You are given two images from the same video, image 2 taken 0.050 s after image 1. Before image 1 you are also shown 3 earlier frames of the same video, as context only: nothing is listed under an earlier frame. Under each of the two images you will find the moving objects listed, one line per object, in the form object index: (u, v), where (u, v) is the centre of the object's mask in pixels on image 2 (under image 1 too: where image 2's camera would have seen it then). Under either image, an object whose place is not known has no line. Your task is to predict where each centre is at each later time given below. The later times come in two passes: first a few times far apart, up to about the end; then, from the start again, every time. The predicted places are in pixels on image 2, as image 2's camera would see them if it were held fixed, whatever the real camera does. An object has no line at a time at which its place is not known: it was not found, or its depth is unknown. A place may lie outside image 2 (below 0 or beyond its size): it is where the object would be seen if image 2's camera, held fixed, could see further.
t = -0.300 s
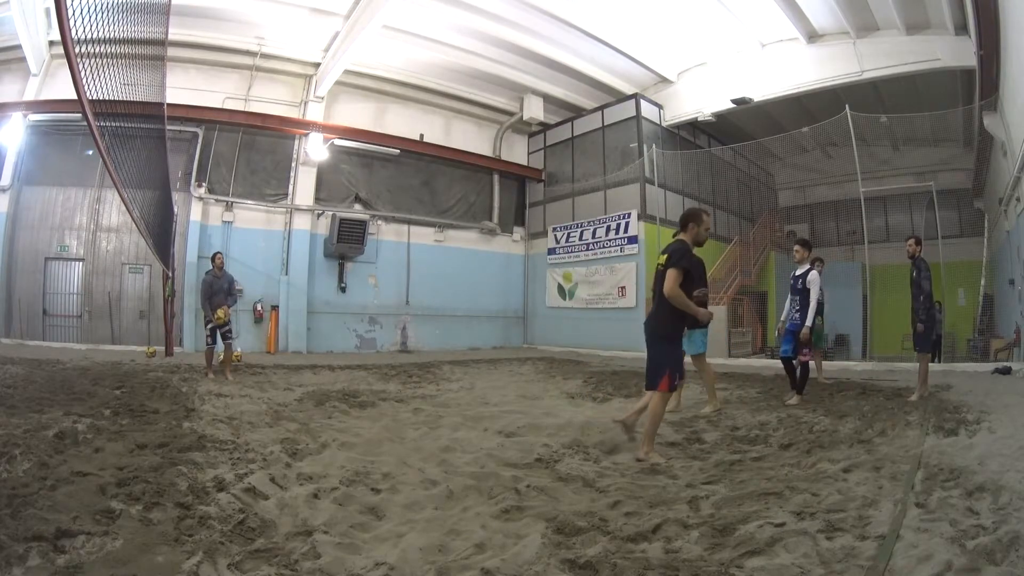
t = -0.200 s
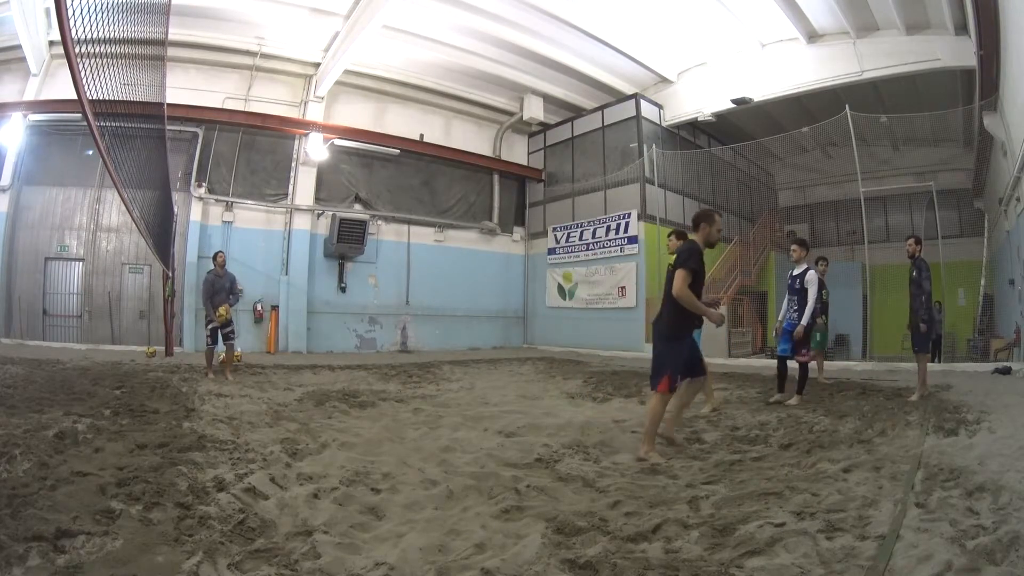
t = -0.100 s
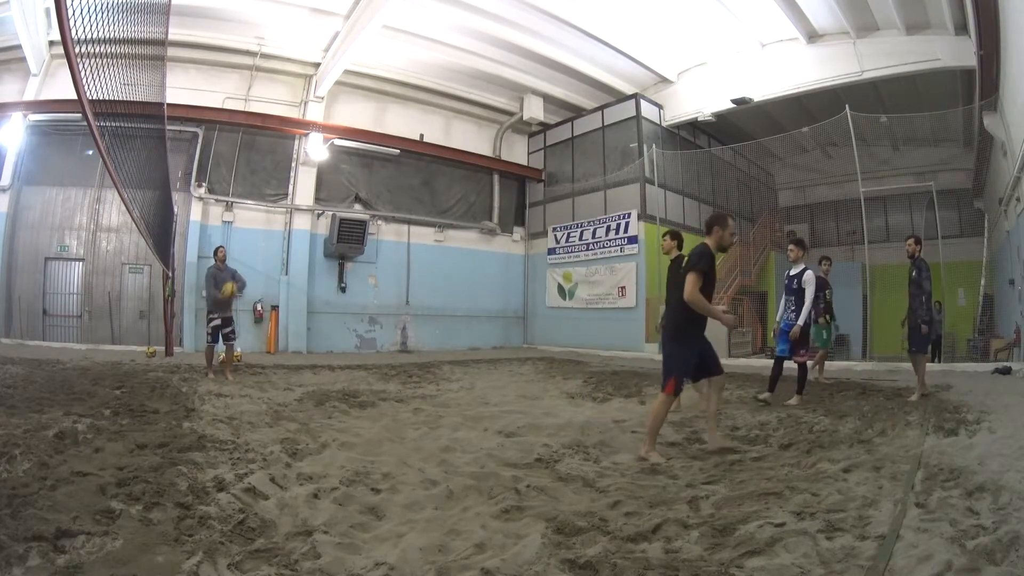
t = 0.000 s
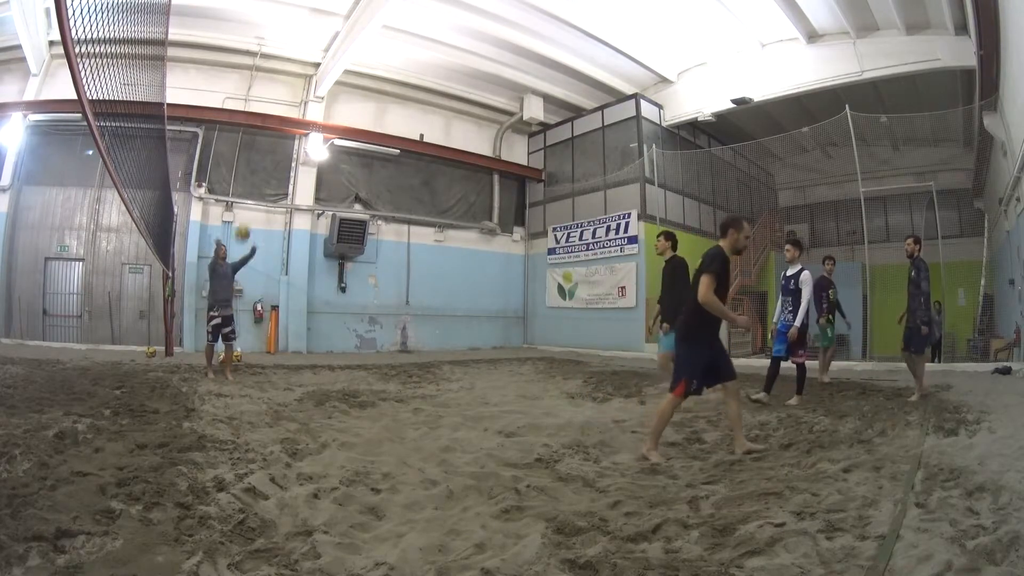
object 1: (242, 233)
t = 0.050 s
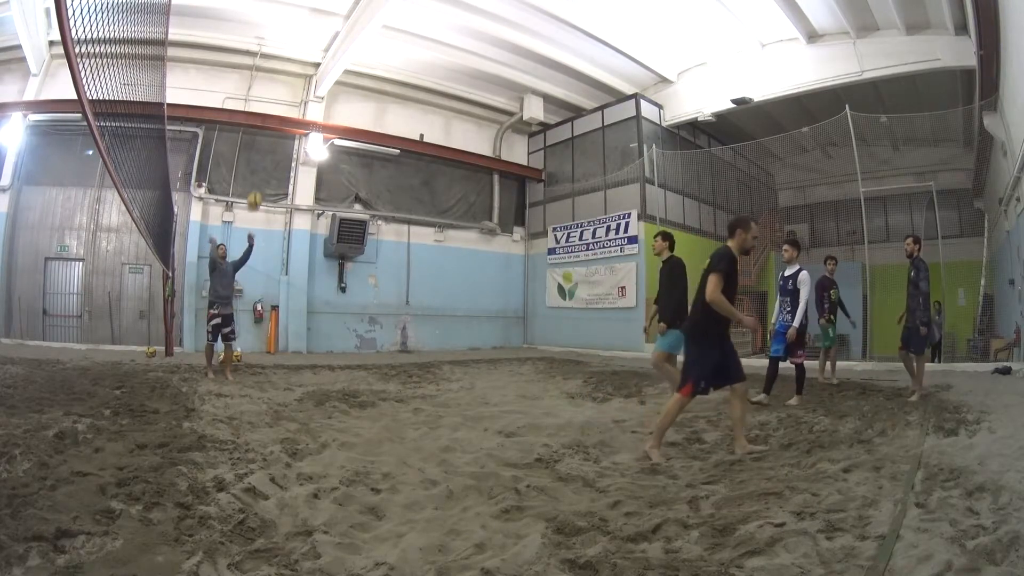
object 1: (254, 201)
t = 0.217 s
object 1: (292, 114)
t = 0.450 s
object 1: (345, 42)
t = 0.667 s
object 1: (390, 11)
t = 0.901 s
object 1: (433, 8)
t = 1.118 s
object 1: (470, 34)
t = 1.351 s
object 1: (511, 101)
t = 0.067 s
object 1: (258, 190)
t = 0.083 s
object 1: (261, 180)
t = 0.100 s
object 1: (265, 171)
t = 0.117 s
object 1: (269, 162)
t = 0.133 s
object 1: (273, 154)
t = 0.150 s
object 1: (277, 145)
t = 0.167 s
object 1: (282, 137)
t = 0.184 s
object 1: (284, 129)
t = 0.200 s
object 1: (287, 124)
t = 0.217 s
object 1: (292, 114)
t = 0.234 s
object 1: (297, 109)
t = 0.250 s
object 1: (300, 103)
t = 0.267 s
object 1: (303, 97)
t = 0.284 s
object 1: (307, 91)
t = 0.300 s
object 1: (311, 84)
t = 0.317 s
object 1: (315, 79)
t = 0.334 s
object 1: (318, 74)
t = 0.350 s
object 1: (323, 68)
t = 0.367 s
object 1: (327, 64)
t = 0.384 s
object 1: (331, 59)
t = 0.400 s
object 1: (334, 55)
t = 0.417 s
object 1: (338, 50)
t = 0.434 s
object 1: (342, 46)
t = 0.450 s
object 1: (345, 42)
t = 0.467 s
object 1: (349, 39)
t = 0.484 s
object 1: (353, 36)
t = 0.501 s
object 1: (356, 33)
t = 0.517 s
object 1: (360, 29)
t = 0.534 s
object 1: (363, 27)
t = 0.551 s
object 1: (367, 24)
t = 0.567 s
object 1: (370, 22)
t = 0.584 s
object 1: (373, 19)
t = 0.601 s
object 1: (377, 18)
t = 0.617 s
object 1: (380, 16)
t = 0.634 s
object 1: (383, 14)
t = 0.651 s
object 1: (387, 12)
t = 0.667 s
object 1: (390, 11)
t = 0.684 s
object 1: (393, 10)
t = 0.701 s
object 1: (397, 8)
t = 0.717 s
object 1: (400, 7)
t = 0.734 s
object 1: (402, 7)
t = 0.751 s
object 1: (405, 6)
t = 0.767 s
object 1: (409, 6)
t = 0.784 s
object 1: (412, 6)
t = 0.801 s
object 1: (415, 6)
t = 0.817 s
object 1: (418, 6)
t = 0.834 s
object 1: (421, 6)
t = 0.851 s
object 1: (424, 6)
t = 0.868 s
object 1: (427, 7)
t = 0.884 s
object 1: (430, 7)
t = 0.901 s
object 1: (433, 8)
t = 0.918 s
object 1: (436, 9)
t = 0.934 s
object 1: (439, 10)
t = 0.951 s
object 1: (442, 12)
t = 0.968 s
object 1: (444, 13)
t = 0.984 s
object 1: (447, 14)
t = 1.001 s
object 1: (450, 16)
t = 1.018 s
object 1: (453, 18)
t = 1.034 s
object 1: (456, 21)
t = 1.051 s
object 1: (458, 23)
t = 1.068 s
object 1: (461, 25)
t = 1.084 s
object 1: (464, 28)
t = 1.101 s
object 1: (467, 31)
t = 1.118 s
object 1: (470, 34)
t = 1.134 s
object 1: (473, 37)
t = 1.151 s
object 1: (476, 41)
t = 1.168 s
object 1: (479, 45)
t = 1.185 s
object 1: (482, 49)
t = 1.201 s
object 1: (485, 53)
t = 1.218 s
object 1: (488, 57)
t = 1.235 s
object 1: (490, 61)
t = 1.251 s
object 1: (493, 67)
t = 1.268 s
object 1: (496, 72)
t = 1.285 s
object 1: (499, 77)
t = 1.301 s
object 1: (503, 83)
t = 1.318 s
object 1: (505, 88)
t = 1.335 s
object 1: (508, 94)
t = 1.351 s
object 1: (511, 101)
